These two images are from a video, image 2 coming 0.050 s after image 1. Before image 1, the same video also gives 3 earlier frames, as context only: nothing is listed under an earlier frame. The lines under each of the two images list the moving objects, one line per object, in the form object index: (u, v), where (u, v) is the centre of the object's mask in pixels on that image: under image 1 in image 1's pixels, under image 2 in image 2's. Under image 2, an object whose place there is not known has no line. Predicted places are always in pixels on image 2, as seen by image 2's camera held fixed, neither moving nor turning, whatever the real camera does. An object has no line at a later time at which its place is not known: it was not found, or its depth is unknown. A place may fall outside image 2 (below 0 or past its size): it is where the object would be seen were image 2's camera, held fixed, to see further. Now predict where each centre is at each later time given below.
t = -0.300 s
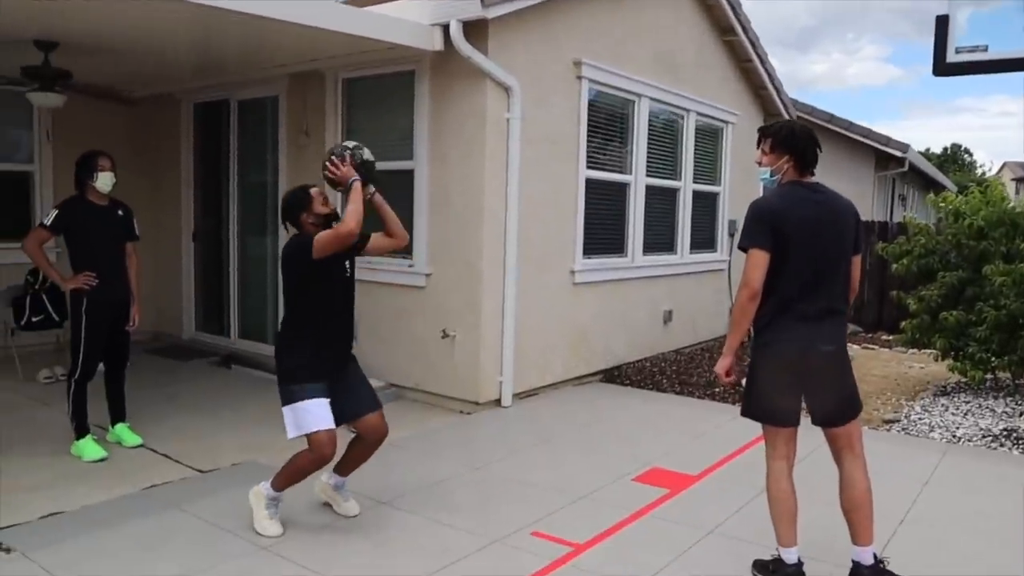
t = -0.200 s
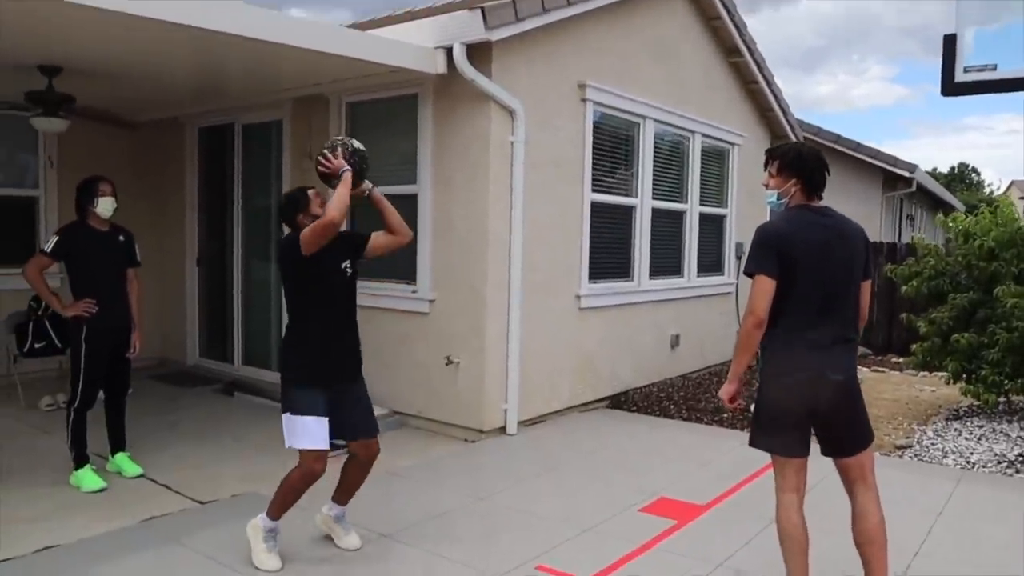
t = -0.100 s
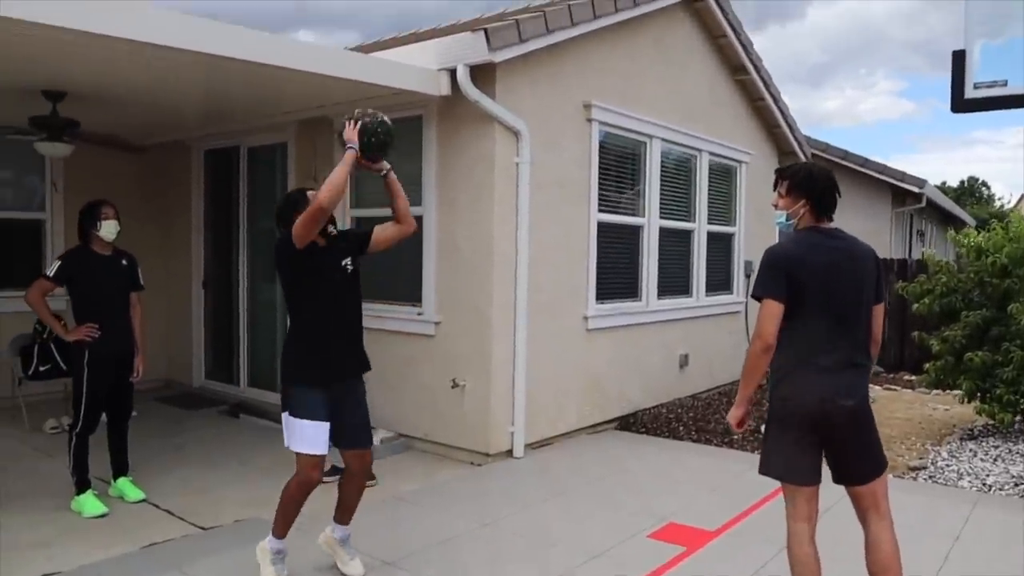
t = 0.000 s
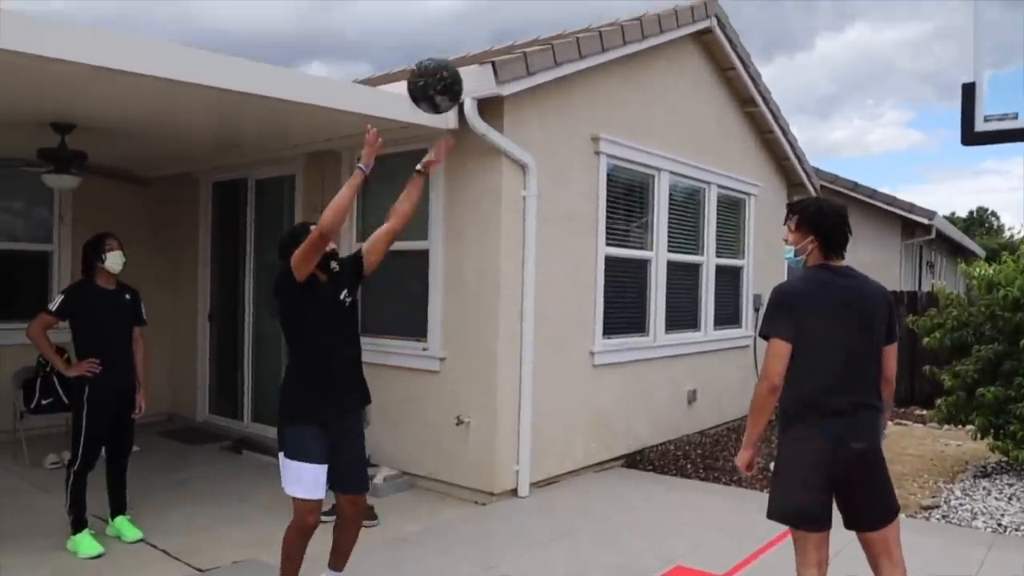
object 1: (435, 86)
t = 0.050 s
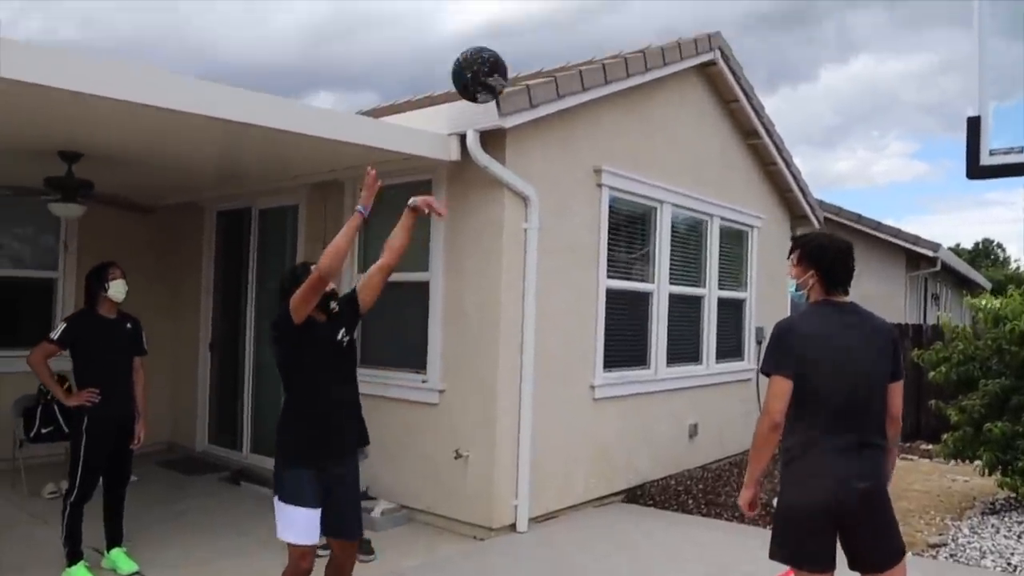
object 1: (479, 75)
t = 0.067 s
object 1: (493, 62)
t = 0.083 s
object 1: (507, 50)
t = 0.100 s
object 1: (522, 38)
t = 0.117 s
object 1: (537, 27)
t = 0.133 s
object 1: (551, 18)
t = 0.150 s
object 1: (565, 8)
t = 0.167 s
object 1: (579, -1)
